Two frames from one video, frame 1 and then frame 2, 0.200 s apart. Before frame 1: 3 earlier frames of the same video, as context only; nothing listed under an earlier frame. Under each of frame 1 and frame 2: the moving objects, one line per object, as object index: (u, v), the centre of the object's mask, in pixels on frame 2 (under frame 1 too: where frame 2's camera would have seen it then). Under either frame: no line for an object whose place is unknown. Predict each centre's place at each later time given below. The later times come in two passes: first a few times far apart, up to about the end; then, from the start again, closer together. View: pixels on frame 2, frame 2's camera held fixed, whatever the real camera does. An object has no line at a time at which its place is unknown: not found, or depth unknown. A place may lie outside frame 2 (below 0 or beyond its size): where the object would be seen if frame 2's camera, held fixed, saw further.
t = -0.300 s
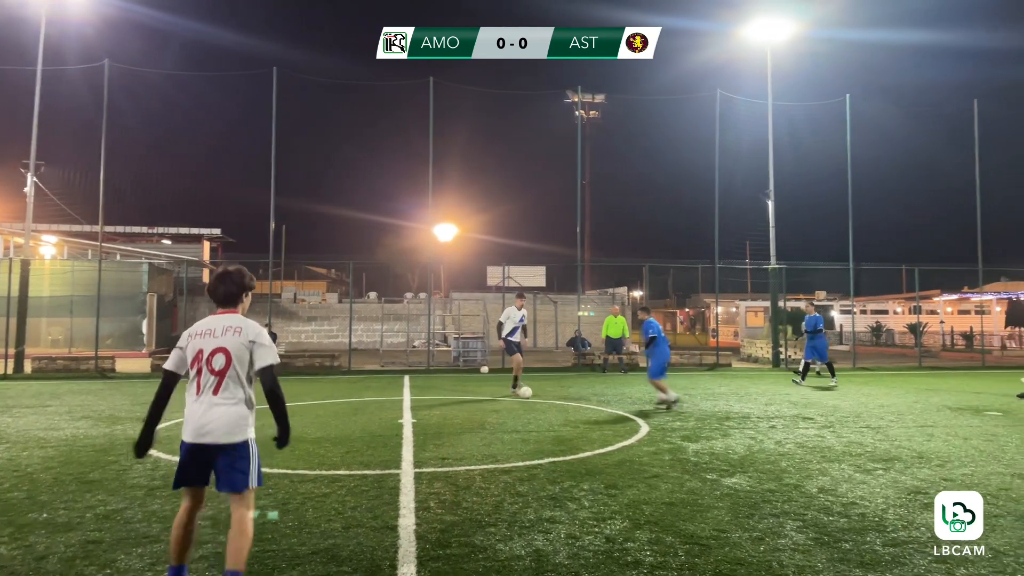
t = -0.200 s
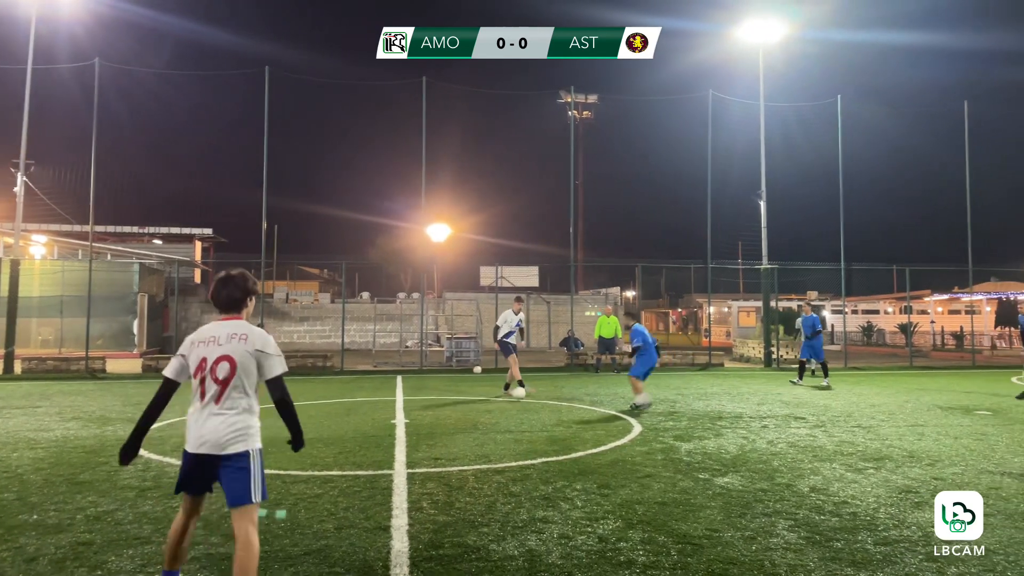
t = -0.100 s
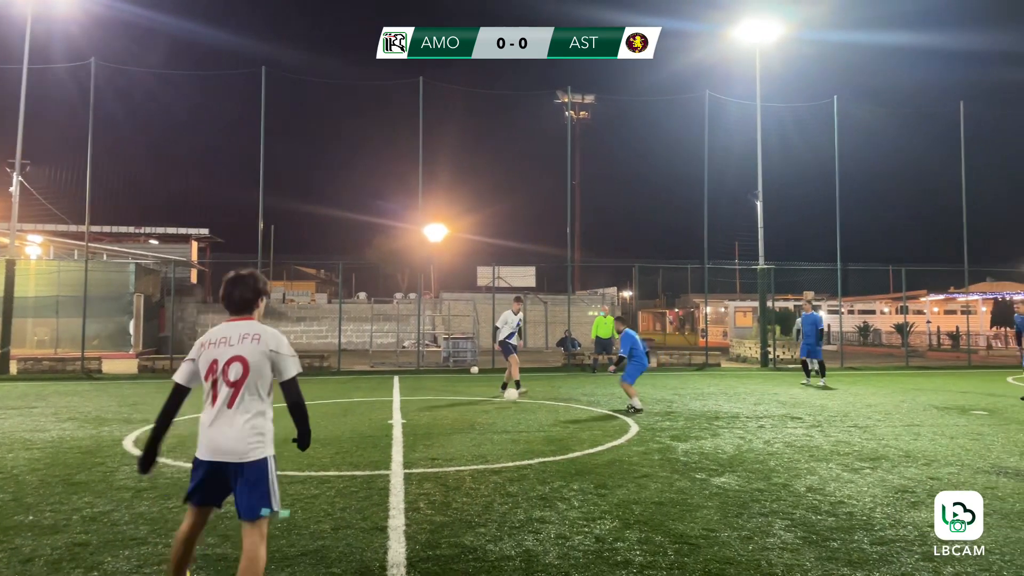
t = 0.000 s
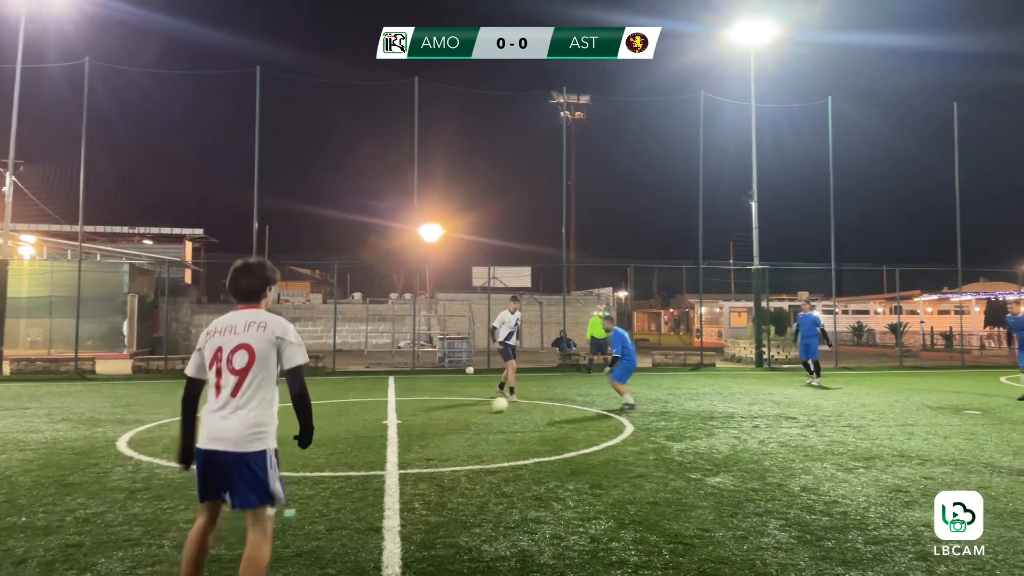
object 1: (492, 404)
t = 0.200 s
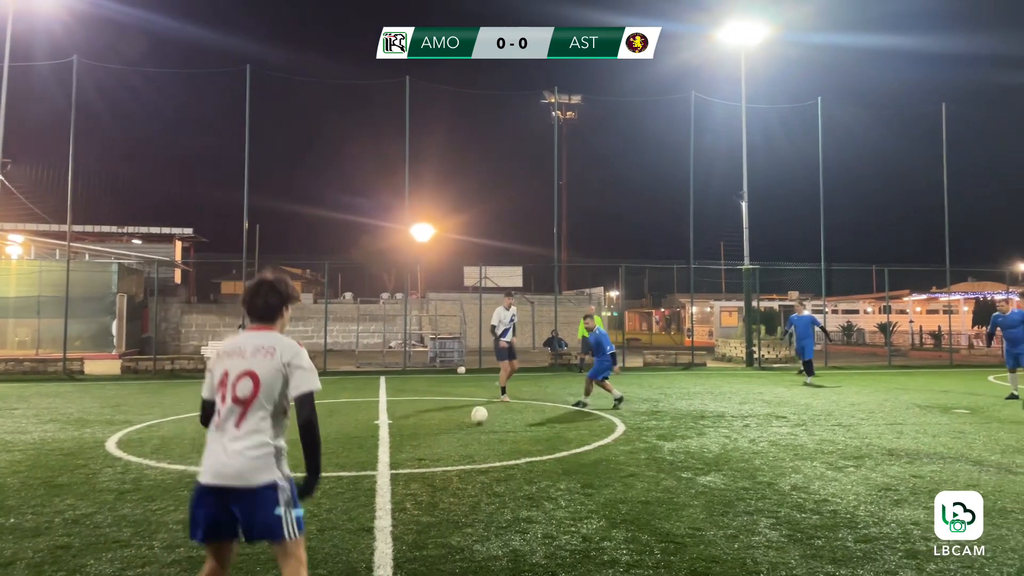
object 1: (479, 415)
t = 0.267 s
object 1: (475, 420)
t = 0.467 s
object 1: (465, 435)
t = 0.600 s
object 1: (459, 447)
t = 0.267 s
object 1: (475, 420)
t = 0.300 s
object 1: (473, 423)
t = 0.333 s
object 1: (471, 425)
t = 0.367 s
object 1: (470, 427)
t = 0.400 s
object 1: (469, 430)
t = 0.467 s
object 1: (465, 435)
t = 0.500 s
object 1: (464, 437)
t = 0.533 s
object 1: (462, 442)
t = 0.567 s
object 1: (460, 444)
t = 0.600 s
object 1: (459, 447)
